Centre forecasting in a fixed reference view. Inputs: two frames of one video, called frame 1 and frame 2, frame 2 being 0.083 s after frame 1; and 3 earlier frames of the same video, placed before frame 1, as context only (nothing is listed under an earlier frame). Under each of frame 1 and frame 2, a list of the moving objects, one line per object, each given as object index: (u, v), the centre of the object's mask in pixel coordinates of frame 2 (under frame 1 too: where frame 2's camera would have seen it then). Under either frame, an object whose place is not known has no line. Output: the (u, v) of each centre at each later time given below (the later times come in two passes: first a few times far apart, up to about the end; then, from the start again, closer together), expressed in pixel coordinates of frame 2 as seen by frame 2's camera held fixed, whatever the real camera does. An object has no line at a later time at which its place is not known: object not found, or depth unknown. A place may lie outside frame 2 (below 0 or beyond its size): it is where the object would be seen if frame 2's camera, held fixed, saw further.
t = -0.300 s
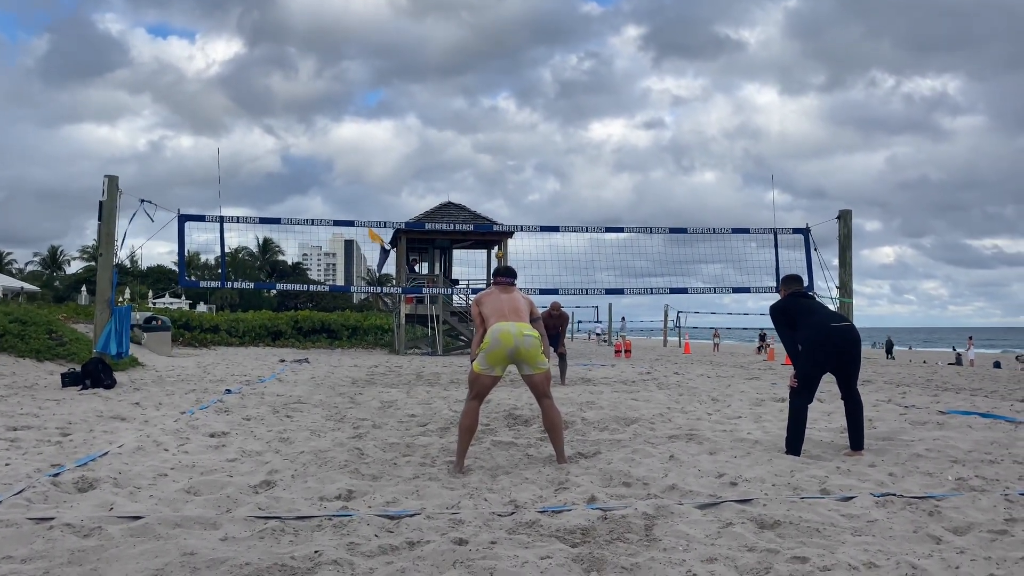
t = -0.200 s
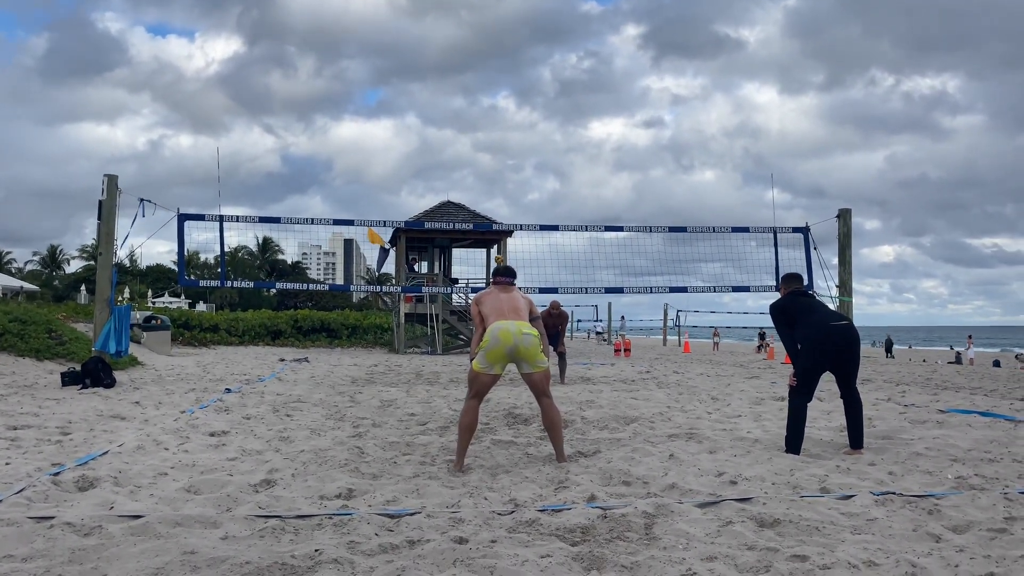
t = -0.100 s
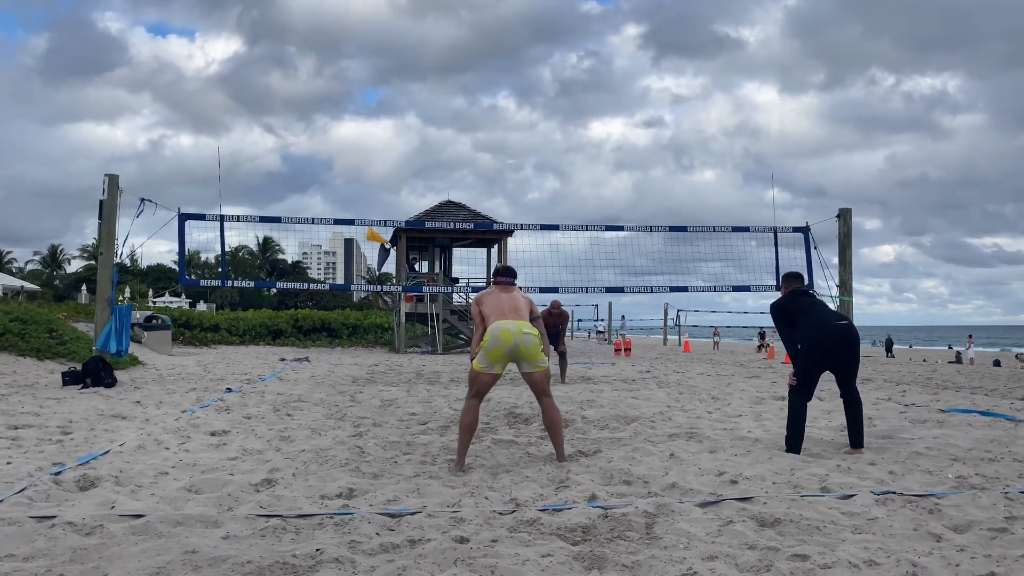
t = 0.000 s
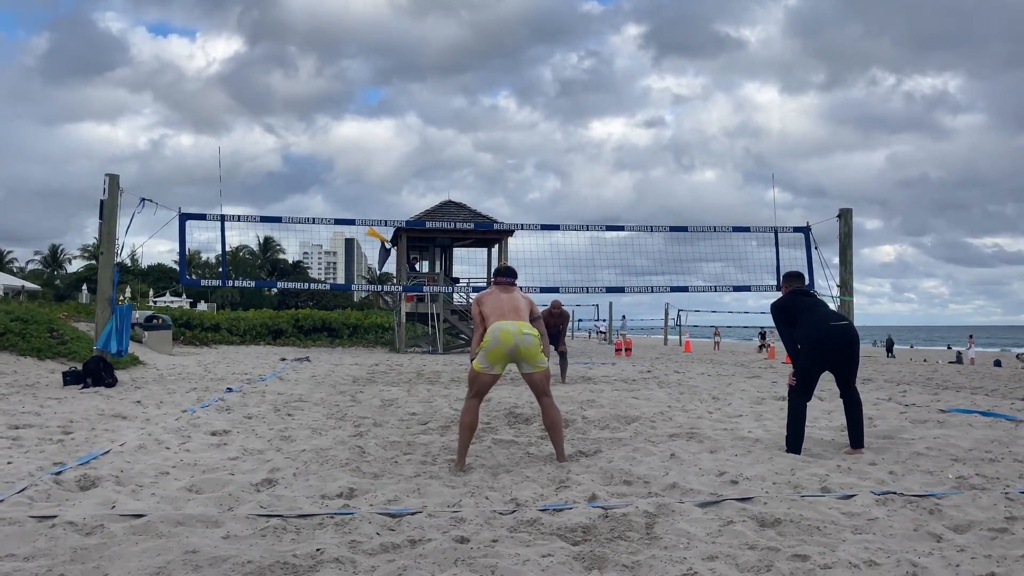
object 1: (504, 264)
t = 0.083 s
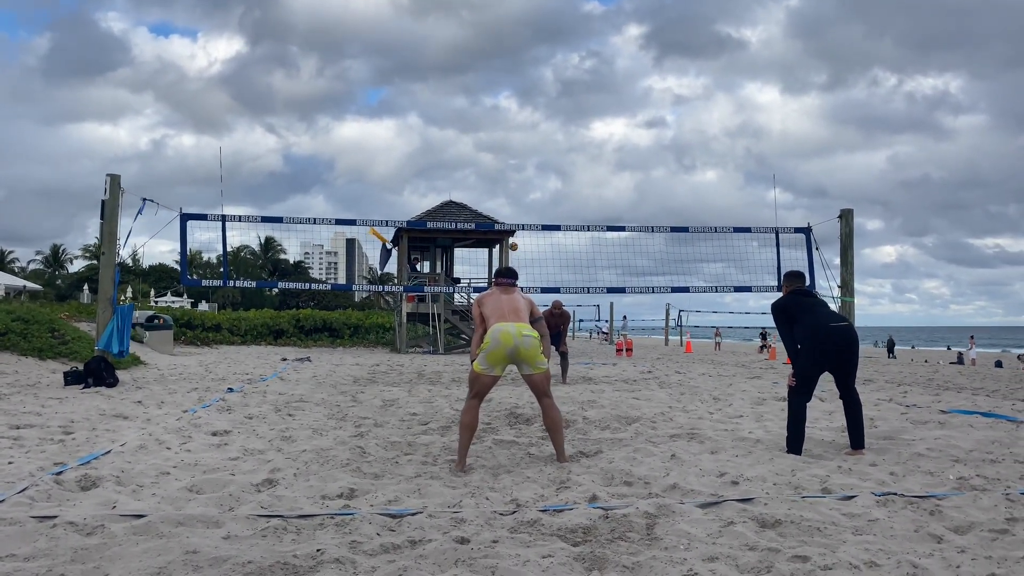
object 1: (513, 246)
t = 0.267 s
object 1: (533, 210)
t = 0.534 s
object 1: (567, 178)
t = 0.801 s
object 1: (612, 179)
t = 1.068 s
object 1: (672, 229)
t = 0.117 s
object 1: (516, 239)
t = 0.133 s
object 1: (518, 235)
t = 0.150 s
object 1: (520, 233)
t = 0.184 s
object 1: (524, 223)
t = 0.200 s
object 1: (526, 221)
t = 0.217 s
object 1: (527, 219)
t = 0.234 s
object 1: (529, 216)
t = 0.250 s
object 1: (531, 213)
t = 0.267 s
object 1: (533, 210)
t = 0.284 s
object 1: (535, 207)
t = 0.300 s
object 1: (537, 205)
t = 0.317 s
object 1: (539, 202)
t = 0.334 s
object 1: (539, 199)
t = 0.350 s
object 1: (543, 197)
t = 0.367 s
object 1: (545, 195)
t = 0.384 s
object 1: (547, 193)
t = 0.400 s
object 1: (549, 191)
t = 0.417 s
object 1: (551, 189)
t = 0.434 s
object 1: (554, 187)
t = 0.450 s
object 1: (556, 185)
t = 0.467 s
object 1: (558, 184)
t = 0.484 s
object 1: (561, 182)
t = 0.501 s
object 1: (563, 181)
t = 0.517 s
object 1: (565, 179)
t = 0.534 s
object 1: (567, 178)
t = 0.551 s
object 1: (570, 177)
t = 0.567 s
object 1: (572, 176)
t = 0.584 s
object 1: (575, 175)
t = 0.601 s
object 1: (577, 175)
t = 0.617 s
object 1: (580, 174)
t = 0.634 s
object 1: (583, 174)
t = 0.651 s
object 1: (585, 174)
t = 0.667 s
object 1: (588, 174)
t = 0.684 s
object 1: (591, 174)
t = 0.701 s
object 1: (594, 174)
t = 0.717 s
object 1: (597, 174)
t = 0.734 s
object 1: (600, 175)
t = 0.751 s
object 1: (603, 176)
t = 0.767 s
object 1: (606, 177)
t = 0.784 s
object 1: (609, 178)
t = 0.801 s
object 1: (612, 179)
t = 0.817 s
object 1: (615, 181)
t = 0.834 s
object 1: (619, 182)
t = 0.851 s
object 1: (622, 184)
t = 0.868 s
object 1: (625, 186)
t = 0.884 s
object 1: (629, 188)
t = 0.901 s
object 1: (632, 191)
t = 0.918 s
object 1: (636, 194)
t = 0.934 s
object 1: (640, 196)
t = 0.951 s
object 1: (643, 199)
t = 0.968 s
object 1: (647, 203)
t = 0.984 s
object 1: (651, 207)
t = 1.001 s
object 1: (656, 211)
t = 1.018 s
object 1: (659, 215)
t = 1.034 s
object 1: (664, 219)
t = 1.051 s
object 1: (667, 224)
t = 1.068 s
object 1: (672, 229)
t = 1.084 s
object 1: (676, 234)
